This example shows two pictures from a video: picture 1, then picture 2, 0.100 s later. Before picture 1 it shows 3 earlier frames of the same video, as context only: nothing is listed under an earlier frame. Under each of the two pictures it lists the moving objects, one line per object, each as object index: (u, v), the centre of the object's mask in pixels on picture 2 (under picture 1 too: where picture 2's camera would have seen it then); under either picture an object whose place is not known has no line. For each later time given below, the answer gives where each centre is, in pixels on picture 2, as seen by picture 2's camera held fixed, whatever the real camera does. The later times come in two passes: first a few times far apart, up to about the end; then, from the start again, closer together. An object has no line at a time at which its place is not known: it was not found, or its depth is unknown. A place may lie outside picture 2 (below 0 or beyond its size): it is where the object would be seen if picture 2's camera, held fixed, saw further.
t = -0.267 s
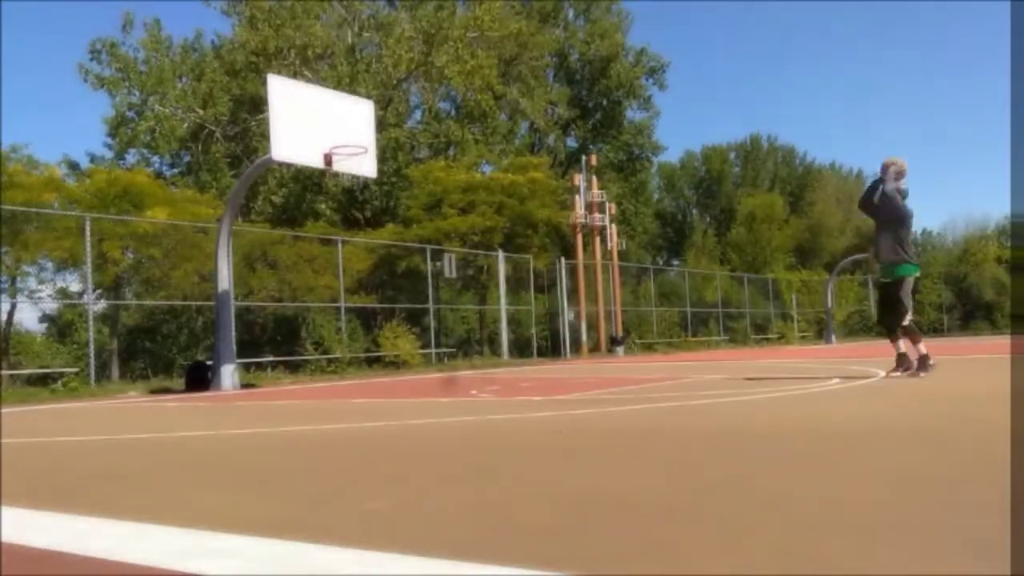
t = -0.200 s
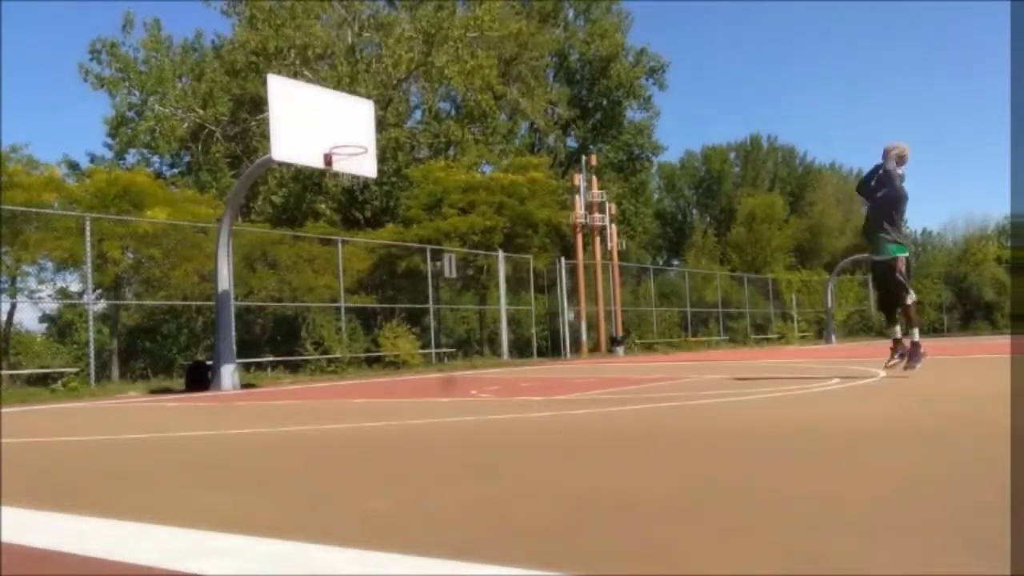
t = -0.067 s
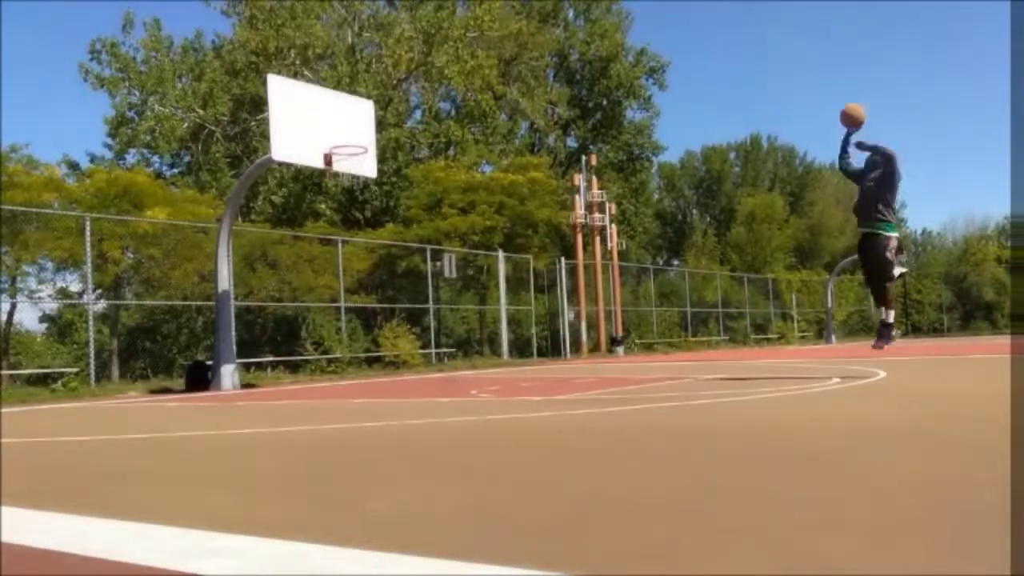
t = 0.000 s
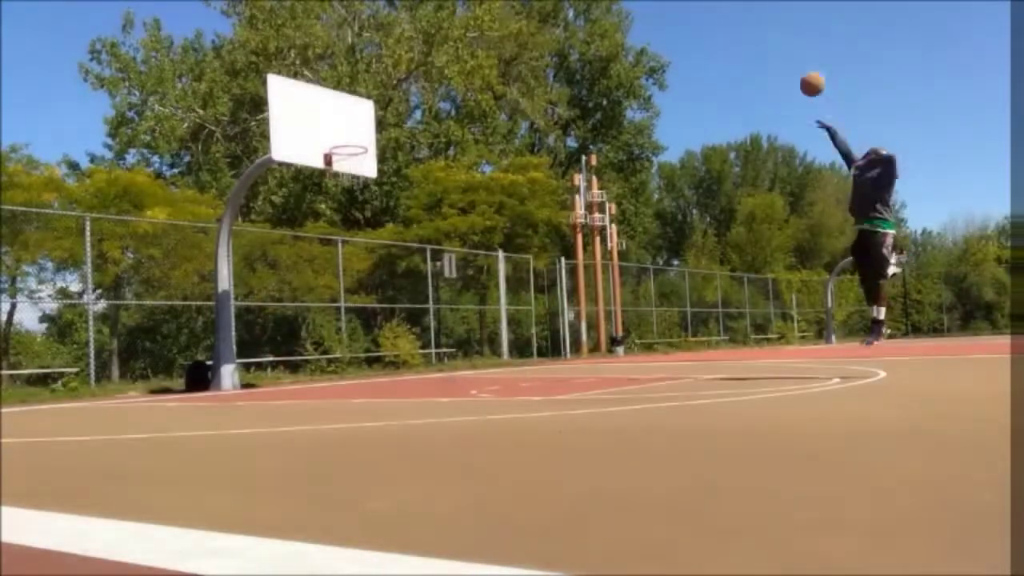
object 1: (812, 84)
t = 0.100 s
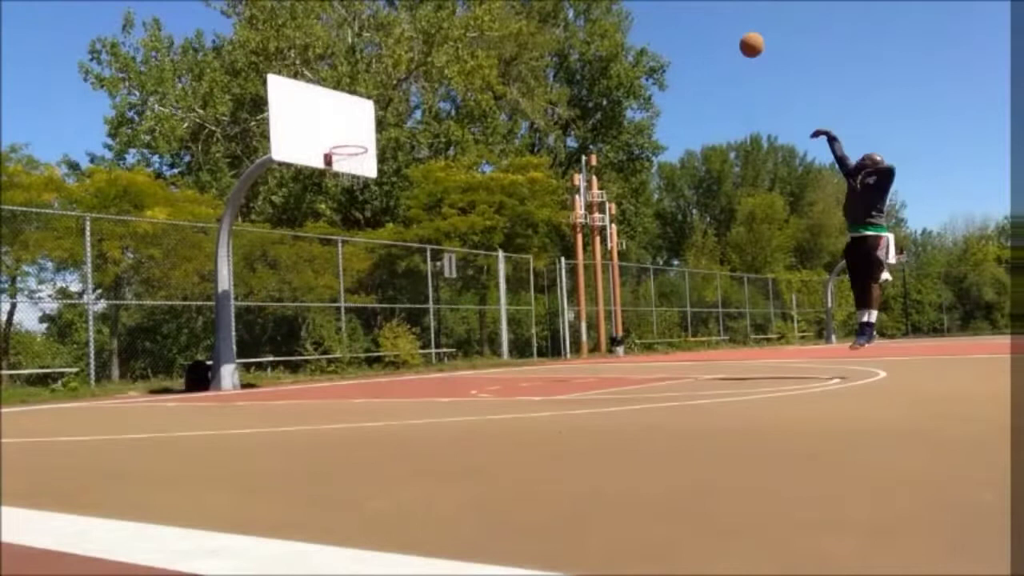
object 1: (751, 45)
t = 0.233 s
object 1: (678, 11)
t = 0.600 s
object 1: (510, 8)
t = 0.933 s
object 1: (391, 93)
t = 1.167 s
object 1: (341, 156)
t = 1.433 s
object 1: (342, 153)
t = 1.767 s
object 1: (352, 174)
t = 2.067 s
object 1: (360, 205)
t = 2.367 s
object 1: (371, 300)
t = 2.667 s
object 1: (379, 324)
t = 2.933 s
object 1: (385, 262)
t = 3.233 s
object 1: (392, 259)
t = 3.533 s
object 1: (406, 320)
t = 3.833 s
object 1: (417, 331)
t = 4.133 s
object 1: (425, 294)
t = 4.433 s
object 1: (440, 326)
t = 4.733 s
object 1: (451, 342)
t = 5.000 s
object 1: (458, 317)
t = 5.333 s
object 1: (471, 358)
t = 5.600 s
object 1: (480, 338)
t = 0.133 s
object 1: (732, 34)
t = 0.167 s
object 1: (714, 25)
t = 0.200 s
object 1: (695, 17)
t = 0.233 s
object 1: (678, 11)
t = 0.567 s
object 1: (523, 6)
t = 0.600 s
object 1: (510, 8)
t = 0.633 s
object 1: (497, 13)
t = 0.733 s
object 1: (459, 34)
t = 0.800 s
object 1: (435, 51)
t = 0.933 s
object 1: (391, 93)
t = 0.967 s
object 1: (380, 106)
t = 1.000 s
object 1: (371, 120)
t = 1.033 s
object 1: (360, 133)
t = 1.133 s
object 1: (341, 157)
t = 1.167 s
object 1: (341, 156)
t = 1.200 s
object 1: (341, 155)
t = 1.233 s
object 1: (341, 154)
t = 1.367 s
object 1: (341, 152)
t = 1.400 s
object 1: (341, 152)
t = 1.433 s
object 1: (342, 153)
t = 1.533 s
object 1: (342, 159)
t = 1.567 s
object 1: (343, 160)
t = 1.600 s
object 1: (345, 161)
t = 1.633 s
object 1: (346, 163)
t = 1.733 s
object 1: (351, 173)
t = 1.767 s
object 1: (352, 174)
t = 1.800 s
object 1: (353, 176)
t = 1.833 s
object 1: (353, 176)
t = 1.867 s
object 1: (355, 178)
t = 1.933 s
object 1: (355, 183)
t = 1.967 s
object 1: (355, 187)
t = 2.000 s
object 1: (358, 193)
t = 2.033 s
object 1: (359, 199)
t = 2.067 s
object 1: (360, 205)
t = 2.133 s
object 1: (361, 221)
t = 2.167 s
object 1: (363, 230)
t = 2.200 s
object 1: (363, 240)
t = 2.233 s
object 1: (365, 251)
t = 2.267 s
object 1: (367, 261)
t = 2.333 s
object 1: (369, 287)
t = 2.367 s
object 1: (371, 300)
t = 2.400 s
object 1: (372, 316)
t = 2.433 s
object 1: (373, 330)
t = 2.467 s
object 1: (375, 346)
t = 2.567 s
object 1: (378, 362)
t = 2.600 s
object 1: (379, 349)
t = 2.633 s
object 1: (379, 336)
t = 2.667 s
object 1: (379, 324)
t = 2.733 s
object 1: (380, 305)
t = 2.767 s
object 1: (381, 294)
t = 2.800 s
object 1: (381, 286)
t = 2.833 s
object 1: (382, 278)
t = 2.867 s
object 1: (383, 272)
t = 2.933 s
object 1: (385, 262)
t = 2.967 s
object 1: (386, 258)
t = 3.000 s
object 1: (386, 257)
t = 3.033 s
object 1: (387, 255)
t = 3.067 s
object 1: (387, 254)
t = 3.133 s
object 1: (389, 253)
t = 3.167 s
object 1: (391, 254)
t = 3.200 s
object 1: (391, 256)
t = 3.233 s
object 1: (392, 259)
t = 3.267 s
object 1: (394, 262)
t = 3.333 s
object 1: (397, 271)
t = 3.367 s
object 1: (399, 278)
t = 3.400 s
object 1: (400, 285)
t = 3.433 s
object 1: (402, 292)
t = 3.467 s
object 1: (403, 300)
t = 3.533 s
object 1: (406, 320)
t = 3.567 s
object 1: (408, 330)
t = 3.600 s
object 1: (409, 342)
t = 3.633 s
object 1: (411, 354)
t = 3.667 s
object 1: (413, 367)
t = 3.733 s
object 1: (415, 360)
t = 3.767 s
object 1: (415, 350)
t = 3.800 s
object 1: (417, 341)
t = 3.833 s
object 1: (417, 331)
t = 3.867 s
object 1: (418, 324)
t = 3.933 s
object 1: (420, 312)
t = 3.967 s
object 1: (420, 307)
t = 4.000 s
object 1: (421, 302)
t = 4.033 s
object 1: (422, 299)
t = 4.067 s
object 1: (423, 296)
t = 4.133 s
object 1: (425, 294)
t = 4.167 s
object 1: (427, 294)
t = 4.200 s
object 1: (430, 294)
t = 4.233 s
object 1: (431, 296)
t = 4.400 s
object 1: (436, 313)
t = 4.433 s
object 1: (440, 326)
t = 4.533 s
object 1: (445, 352)
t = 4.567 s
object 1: (446, 363)
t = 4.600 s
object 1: (448, 373)
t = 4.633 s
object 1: (449, 365)
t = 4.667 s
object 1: (450, 356)
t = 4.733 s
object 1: (451, 342)
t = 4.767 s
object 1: (451, 336)
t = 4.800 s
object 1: (453, 331)
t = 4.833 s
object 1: (454, 327)
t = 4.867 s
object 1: (455, 324)
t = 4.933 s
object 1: (456, 318)
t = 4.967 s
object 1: (457, 317)
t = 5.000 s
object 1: (458, 317)
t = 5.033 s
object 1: (459, 318)
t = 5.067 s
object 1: (460, 318)
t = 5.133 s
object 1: (463, 324)
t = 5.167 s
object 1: (464, 327)
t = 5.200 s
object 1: (466, 331)
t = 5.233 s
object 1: (468, 337)
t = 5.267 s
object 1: (469, 343)
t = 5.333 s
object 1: (471, 358)
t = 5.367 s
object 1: (473, 367)
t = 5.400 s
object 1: (474, 369)
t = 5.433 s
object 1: (475, 362)
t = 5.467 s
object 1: (477, 355)
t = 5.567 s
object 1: (479, 341)
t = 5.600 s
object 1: (480, 338)
